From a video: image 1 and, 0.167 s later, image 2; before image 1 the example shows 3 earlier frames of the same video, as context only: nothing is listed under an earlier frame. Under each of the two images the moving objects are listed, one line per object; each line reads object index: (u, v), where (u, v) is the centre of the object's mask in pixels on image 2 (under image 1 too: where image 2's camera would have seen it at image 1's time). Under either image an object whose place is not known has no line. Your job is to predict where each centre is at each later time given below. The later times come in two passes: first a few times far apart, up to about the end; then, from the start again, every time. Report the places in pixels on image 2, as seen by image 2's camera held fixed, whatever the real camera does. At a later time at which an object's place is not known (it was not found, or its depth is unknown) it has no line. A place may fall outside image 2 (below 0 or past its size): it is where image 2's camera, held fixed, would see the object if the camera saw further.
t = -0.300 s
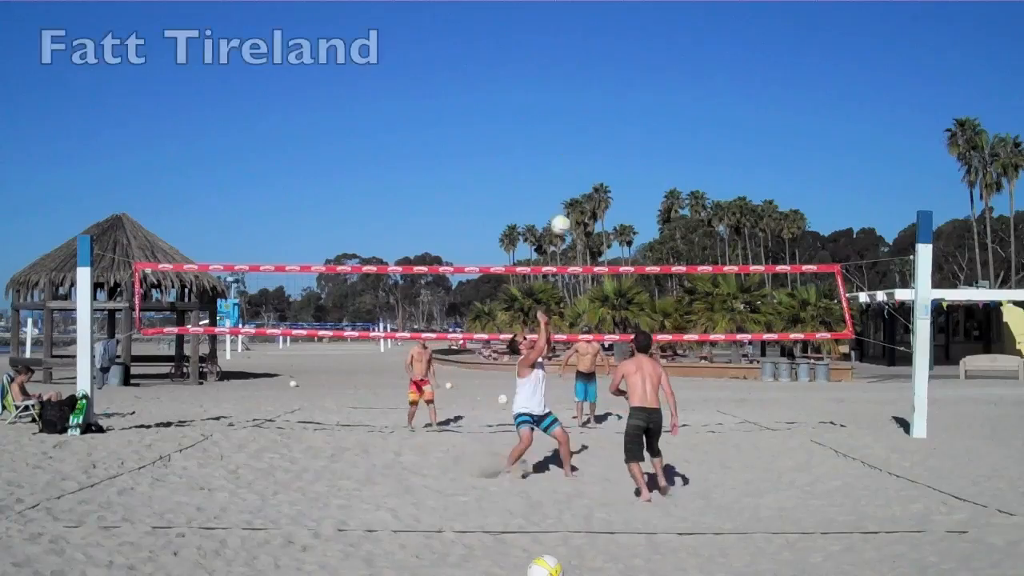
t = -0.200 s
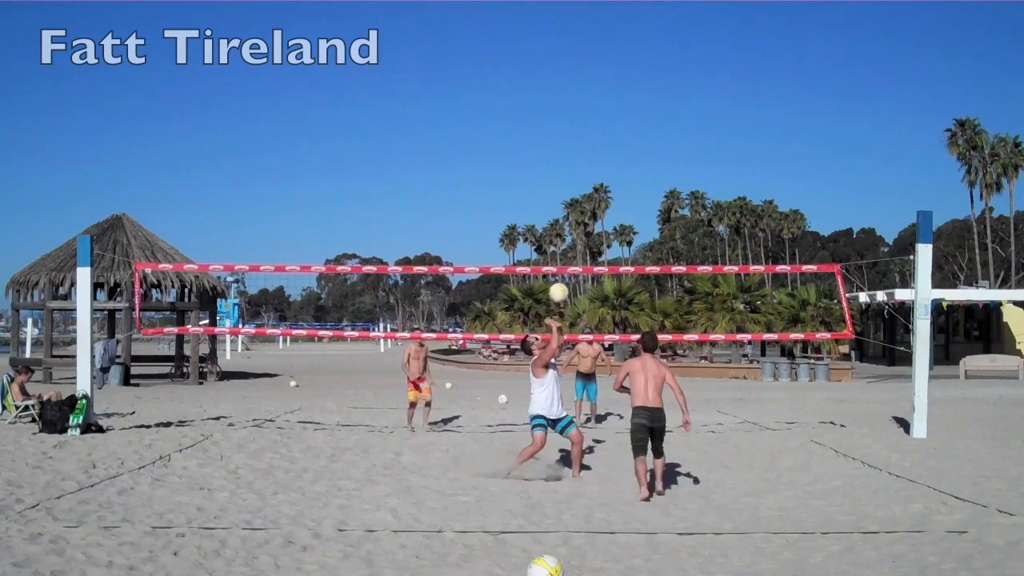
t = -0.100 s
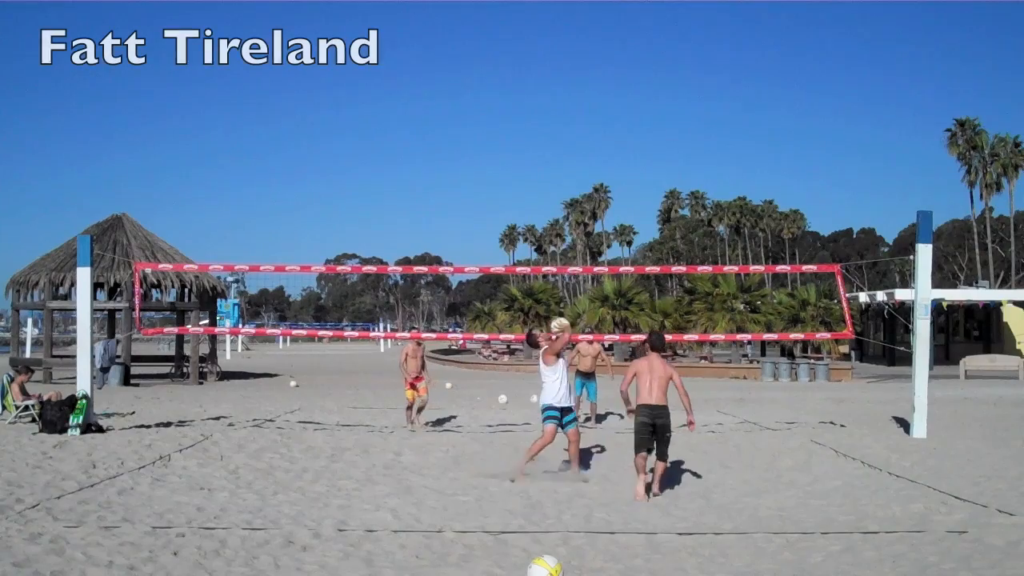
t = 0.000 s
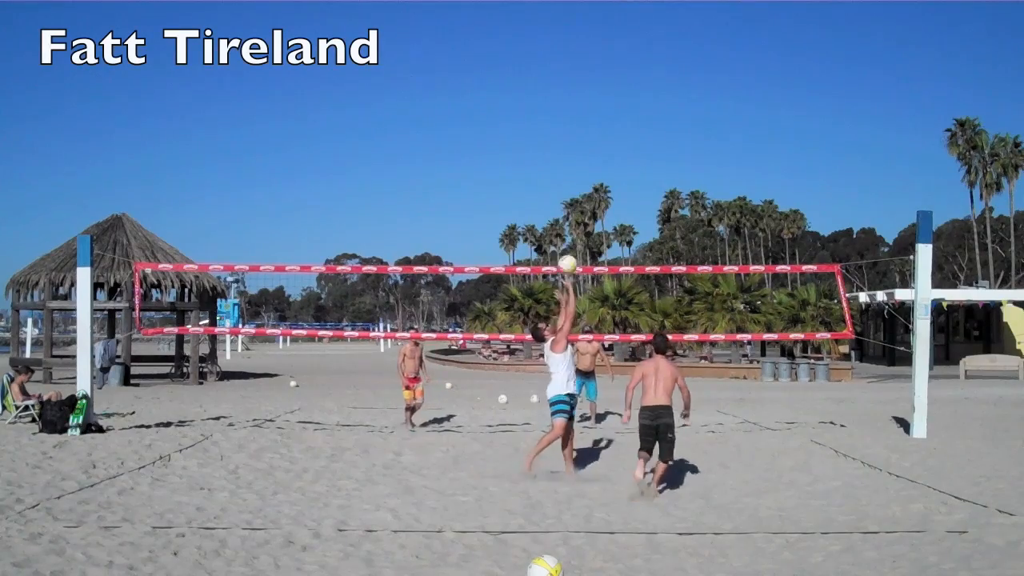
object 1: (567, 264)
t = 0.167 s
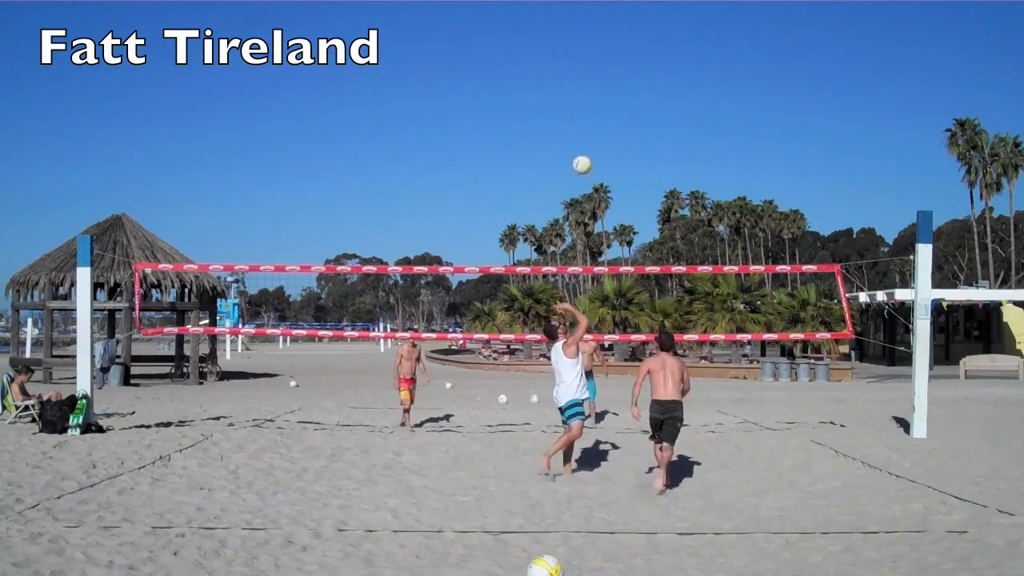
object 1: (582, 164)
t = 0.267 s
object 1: (590, 117)
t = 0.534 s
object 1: (613, 38)
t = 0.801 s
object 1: (636, 19)
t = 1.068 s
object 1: (657, 56)
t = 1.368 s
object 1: (680, 159)
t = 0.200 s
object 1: (585, 148)
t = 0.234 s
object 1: (587, 132)
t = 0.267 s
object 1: (590, 117)
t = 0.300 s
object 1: (593, 104)
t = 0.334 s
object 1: (596, 92)
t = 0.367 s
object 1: (599, 80)
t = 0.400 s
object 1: (602, 70)
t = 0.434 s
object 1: (605, 60)
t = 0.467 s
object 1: (608, 52)
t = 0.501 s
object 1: (610, 45)
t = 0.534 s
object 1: (613, 38)
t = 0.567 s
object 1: (616, 33)
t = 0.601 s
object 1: (619, 28)
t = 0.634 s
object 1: (622, 25)
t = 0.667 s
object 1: (625, 22)
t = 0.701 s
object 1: (627, 20)
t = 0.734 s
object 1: (630, 19)
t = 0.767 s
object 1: (633, 19)
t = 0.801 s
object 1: (636, 19)
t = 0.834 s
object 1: (639, 21)
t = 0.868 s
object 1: (641, 24)
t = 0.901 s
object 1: (644, 27)
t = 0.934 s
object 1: (647, 31)
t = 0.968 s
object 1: (649, 36)
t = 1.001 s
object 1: (652, 42)
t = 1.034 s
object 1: (655, 49)
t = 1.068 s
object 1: (657, 56)
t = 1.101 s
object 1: (660, 65)
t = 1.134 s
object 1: (662, 74)
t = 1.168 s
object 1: (665, 84)
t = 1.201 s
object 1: (668, 95)
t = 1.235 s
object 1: (670, 106)
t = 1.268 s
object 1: (673, 118)
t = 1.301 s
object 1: (675, 131)
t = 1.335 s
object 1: (678, 145)
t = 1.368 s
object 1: (680, 159)
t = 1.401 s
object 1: (683, 175)
